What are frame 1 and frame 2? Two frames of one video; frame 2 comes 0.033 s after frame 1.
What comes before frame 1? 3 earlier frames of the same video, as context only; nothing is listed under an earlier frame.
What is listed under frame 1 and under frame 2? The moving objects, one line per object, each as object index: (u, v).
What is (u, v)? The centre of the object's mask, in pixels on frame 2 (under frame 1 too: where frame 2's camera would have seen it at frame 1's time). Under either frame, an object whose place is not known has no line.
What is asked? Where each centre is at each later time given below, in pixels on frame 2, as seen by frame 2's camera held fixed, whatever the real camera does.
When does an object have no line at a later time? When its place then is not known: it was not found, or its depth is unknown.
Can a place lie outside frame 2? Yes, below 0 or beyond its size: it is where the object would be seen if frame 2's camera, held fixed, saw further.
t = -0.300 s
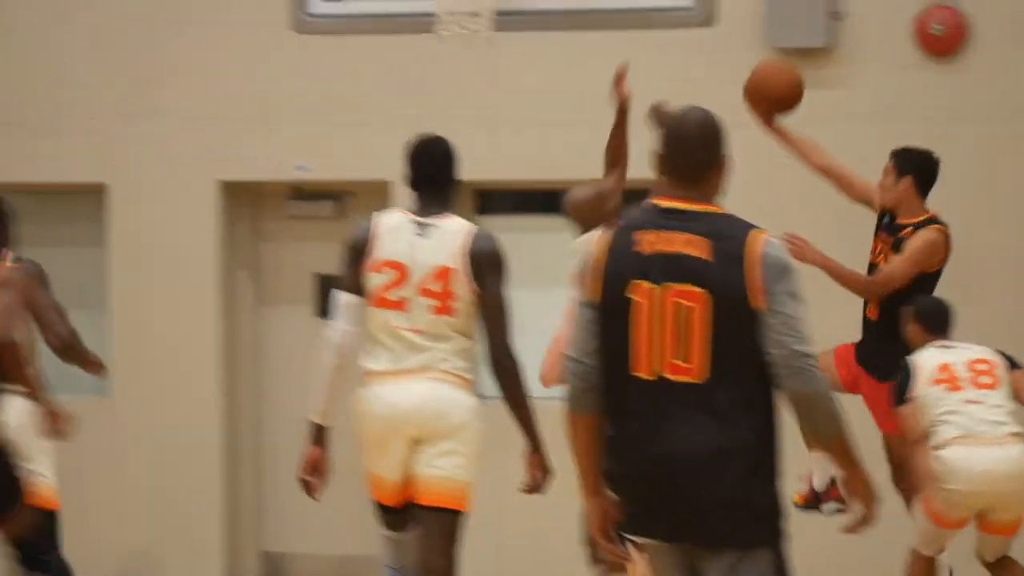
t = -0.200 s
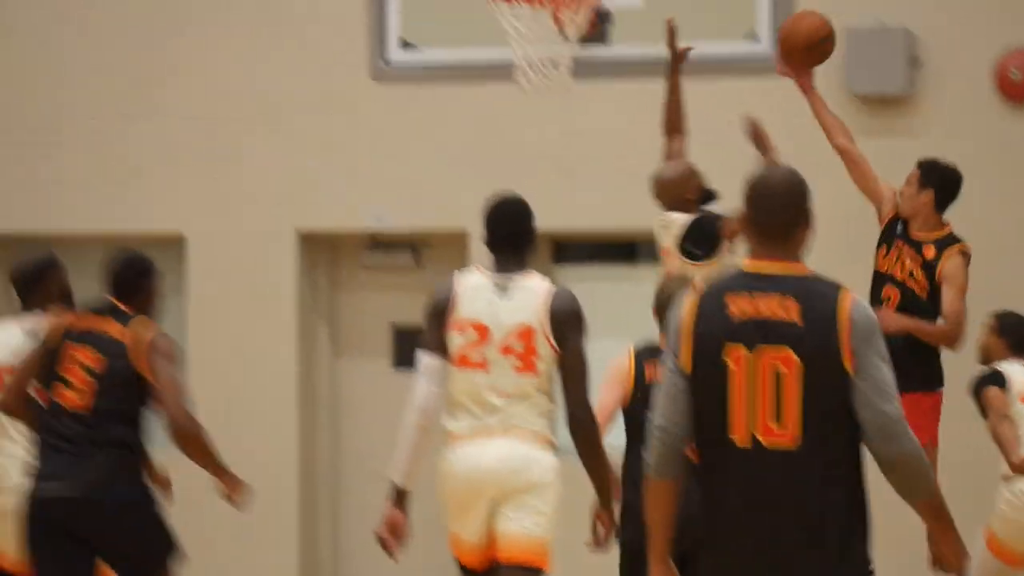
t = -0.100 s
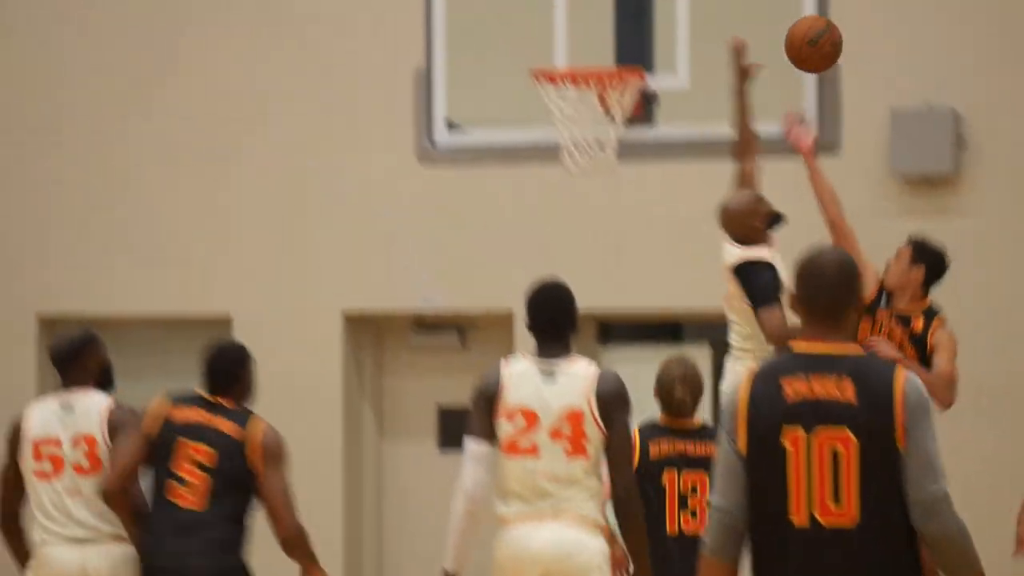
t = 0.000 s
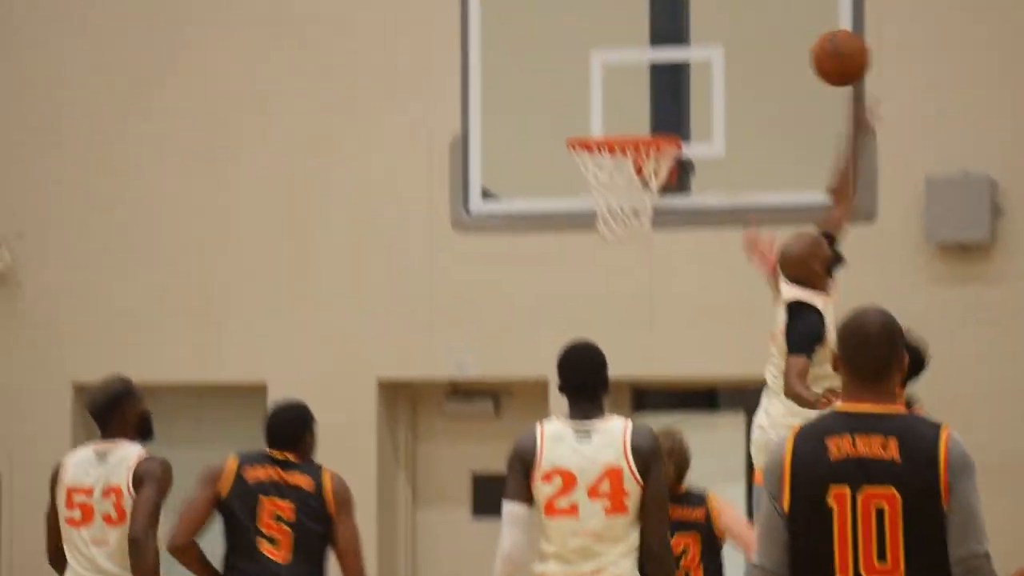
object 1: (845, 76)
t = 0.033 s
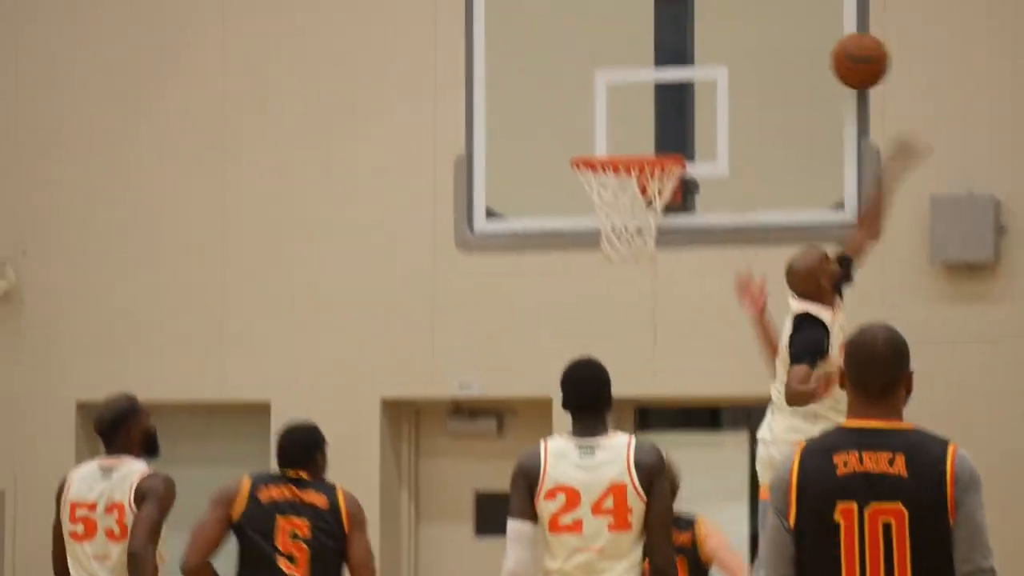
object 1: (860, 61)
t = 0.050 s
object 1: (867, 55)
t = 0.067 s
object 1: (874, 52)
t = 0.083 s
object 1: (880, 48)
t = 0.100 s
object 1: (887, 47)
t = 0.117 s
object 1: (894, 44)
